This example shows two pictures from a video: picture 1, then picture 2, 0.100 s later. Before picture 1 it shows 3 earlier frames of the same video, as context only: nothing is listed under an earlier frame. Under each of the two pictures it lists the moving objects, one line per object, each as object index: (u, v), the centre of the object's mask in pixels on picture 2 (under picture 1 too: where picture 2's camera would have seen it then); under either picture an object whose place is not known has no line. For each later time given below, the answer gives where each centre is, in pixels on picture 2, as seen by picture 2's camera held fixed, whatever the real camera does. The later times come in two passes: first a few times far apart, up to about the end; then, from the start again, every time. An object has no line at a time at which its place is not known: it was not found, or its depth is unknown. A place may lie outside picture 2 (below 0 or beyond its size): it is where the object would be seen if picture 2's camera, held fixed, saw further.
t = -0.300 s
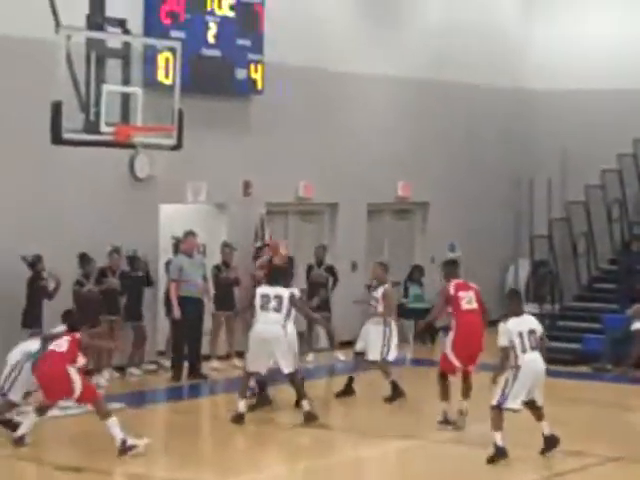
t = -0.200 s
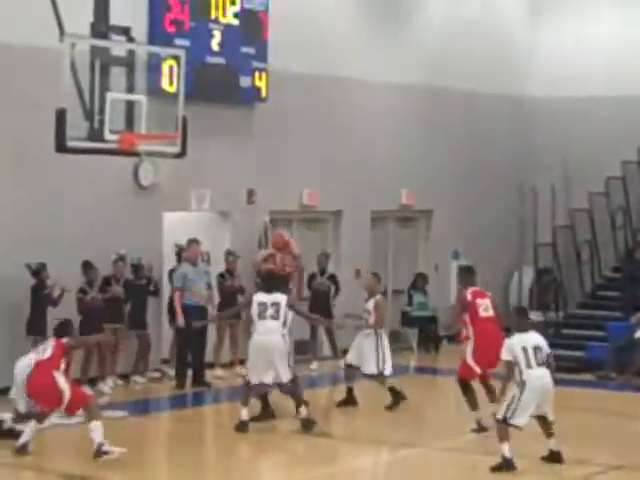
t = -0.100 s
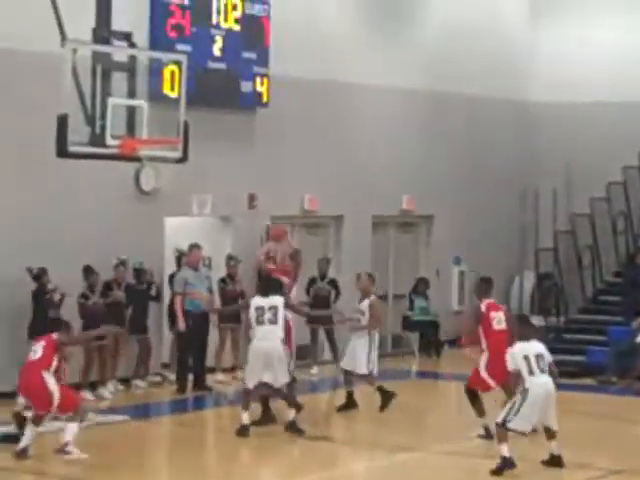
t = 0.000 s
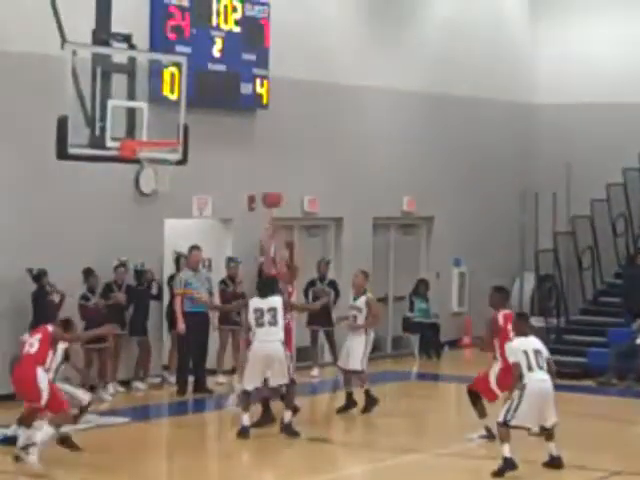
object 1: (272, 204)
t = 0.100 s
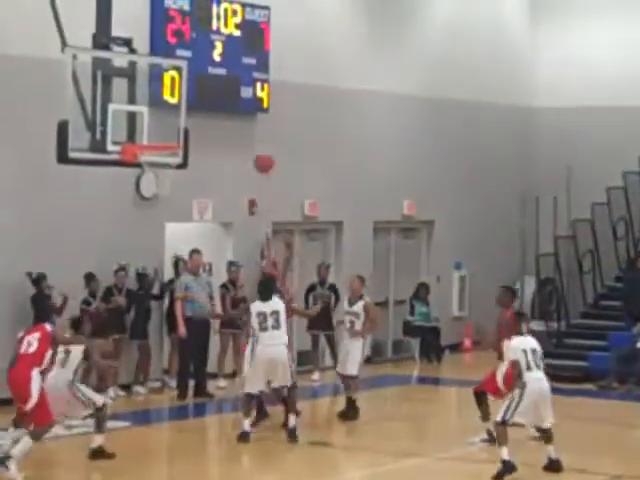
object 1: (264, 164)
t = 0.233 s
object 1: (252, 123)
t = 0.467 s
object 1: (234, 86)
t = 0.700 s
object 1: (209, 95)
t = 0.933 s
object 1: (205, 138)
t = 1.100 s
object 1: (247, 146)
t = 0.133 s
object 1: (261, 152)
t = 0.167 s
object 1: (258, 142)
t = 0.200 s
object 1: (255, 132)
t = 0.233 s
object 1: (252, 123)
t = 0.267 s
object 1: (250, 112)
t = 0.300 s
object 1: (246, 107)
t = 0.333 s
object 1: (245, 100)
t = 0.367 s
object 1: (243, 96)
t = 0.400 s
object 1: (240, 91)
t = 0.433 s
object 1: (235, 87)
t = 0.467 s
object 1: (234, 86)
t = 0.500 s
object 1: (230, 84)
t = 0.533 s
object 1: (228, 82)
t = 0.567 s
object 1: (228, 83)
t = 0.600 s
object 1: (221, 83)
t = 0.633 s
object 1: (217, 85)
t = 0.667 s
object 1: (212, 90)
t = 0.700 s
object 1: (209, 95)
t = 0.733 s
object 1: (207, 99)
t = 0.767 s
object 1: (203, 107)
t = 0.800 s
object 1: (199, 115)
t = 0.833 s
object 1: (195, 123)
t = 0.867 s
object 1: (191, 135)
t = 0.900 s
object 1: (194, 139)
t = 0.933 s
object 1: (205, 138)
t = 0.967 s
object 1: (212, 138)
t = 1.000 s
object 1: (221, 139)
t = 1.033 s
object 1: (230, 140)
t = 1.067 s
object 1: (238, 143)
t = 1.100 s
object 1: (247, 146)
